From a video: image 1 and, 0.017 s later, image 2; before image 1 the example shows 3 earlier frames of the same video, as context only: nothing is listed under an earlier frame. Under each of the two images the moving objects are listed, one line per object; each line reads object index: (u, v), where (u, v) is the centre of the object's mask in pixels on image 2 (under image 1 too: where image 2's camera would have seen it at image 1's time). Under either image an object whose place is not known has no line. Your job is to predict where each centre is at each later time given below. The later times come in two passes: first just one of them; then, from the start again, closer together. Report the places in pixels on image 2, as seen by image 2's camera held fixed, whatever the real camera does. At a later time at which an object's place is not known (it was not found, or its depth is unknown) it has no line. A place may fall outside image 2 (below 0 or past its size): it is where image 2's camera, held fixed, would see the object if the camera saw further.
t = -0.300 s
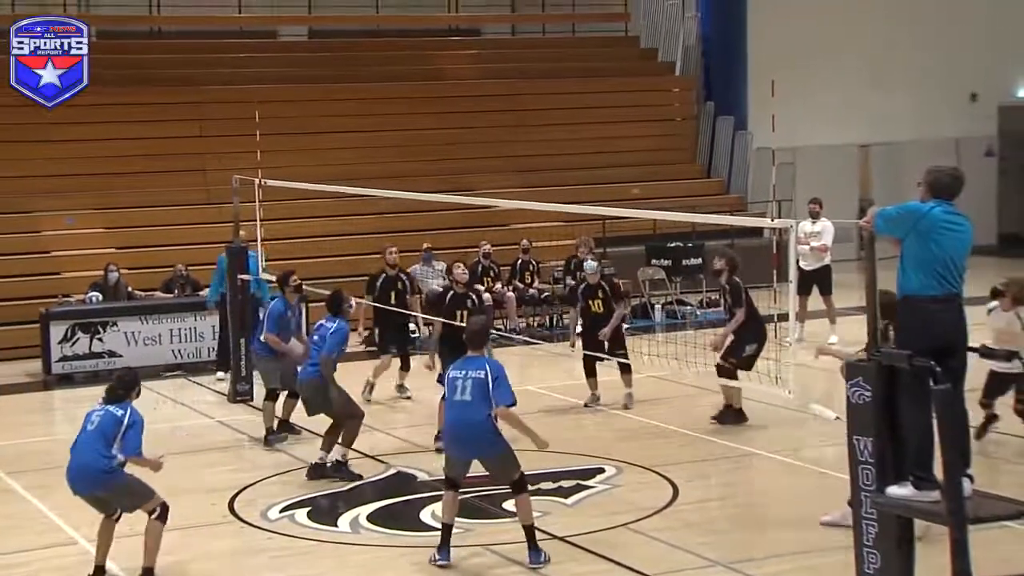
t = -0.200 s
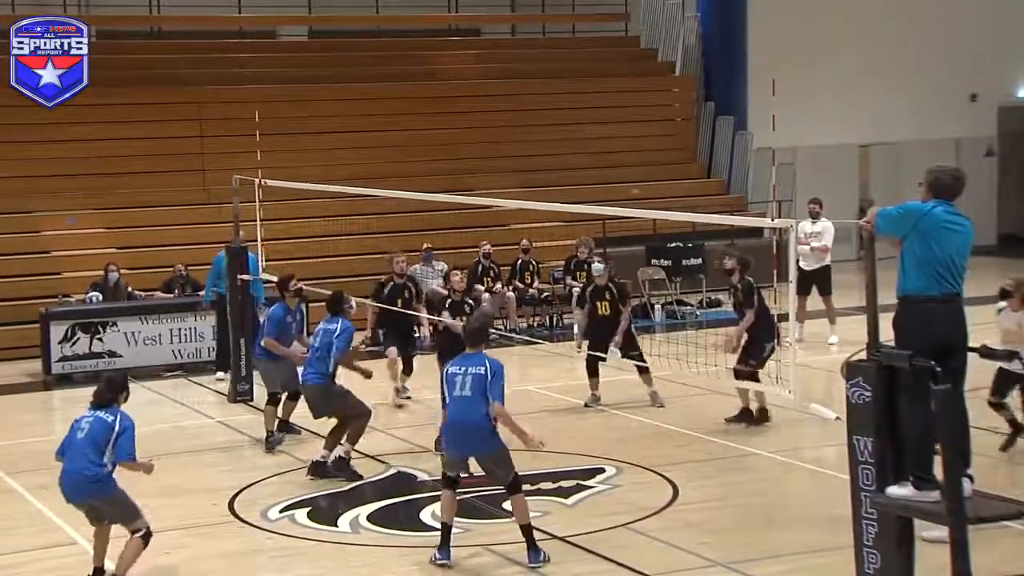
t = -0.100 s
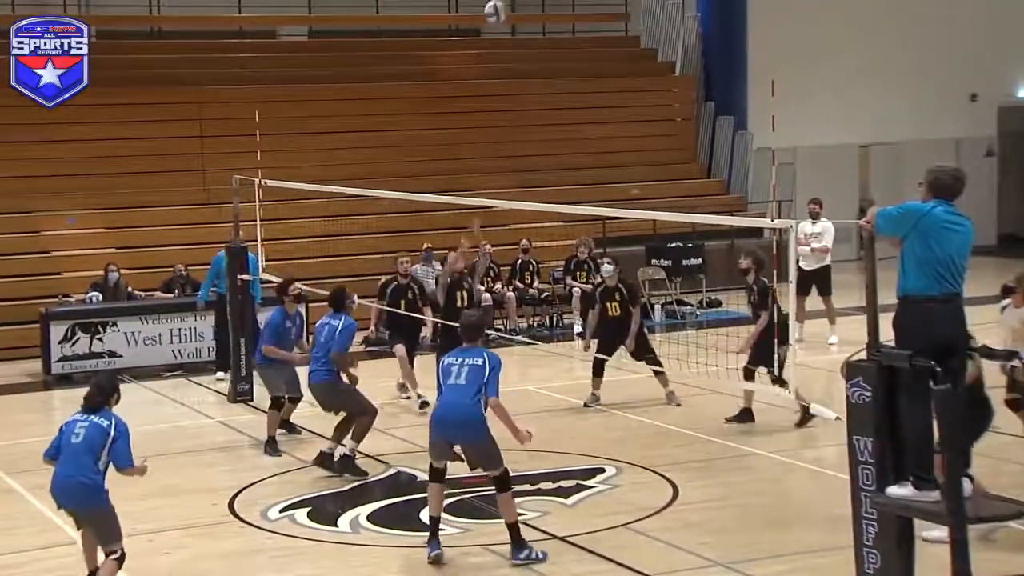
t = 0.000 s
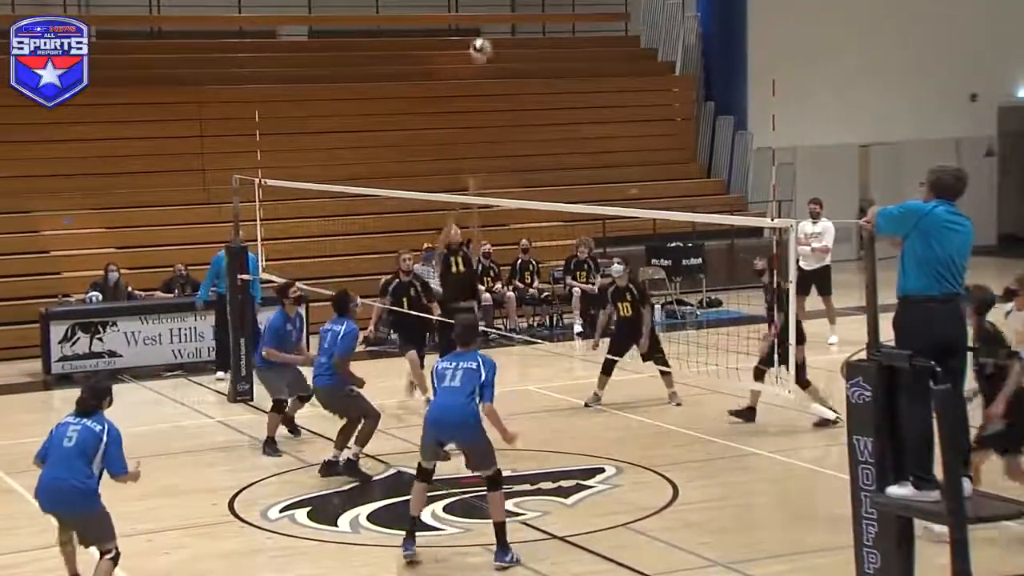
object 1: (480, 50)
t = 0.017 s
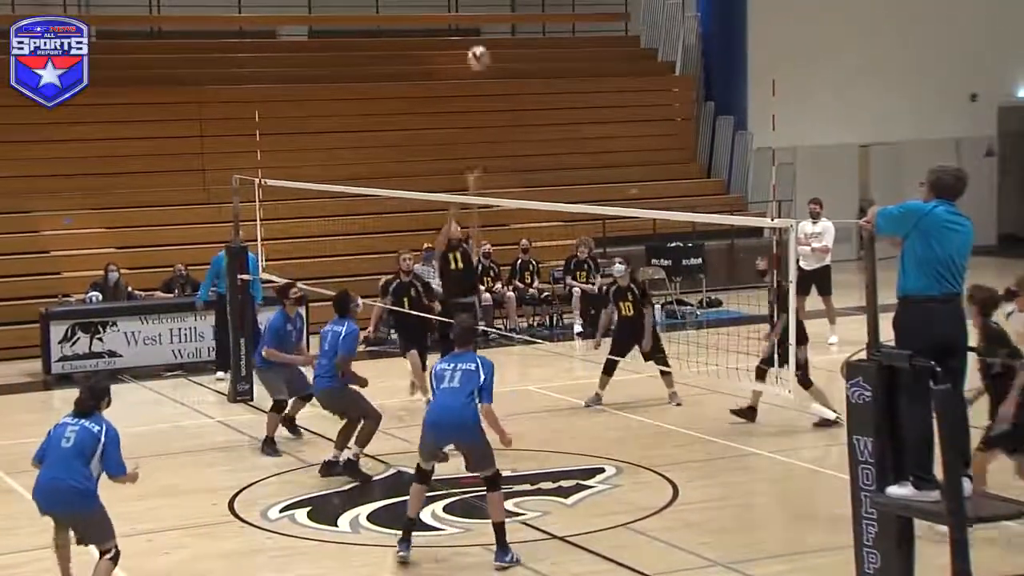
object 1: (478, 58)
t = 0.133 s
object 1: (461, 119)
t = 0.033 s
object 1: (476, 65)
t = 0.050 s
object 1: (473, 75)
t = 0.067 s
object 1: (471, 82)
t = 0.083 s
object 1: (468, 90)
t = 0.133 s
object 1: (461, 119)
